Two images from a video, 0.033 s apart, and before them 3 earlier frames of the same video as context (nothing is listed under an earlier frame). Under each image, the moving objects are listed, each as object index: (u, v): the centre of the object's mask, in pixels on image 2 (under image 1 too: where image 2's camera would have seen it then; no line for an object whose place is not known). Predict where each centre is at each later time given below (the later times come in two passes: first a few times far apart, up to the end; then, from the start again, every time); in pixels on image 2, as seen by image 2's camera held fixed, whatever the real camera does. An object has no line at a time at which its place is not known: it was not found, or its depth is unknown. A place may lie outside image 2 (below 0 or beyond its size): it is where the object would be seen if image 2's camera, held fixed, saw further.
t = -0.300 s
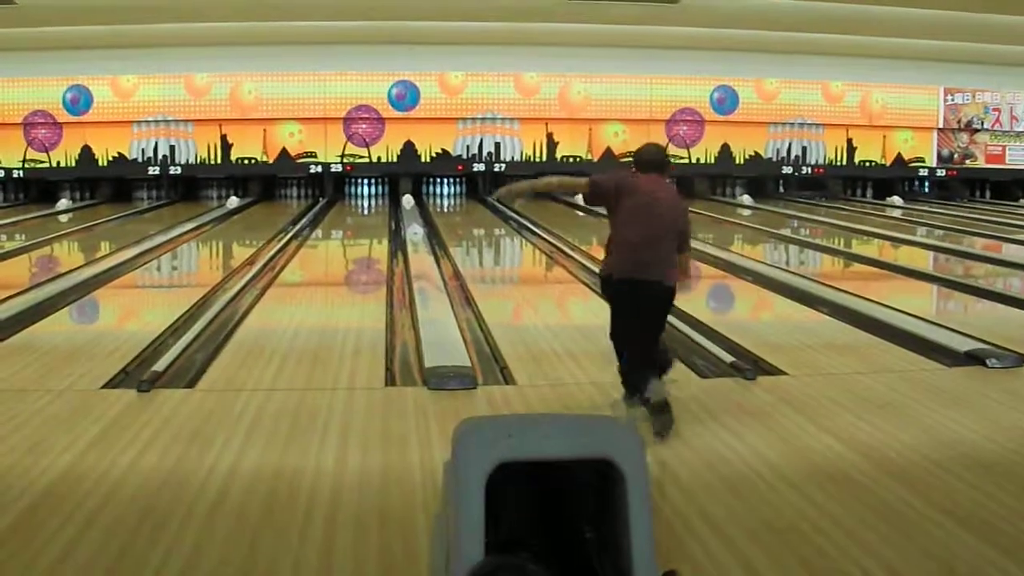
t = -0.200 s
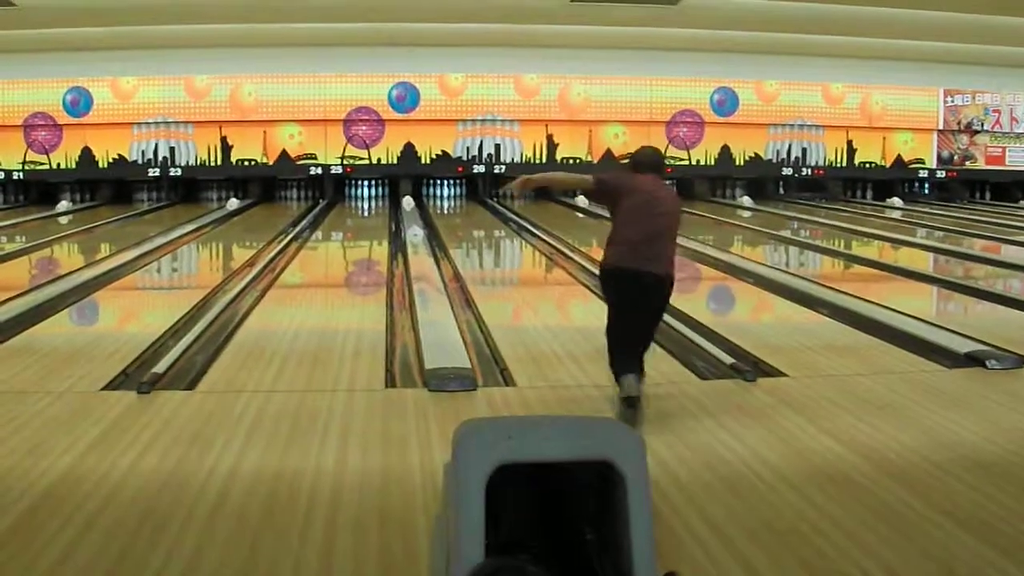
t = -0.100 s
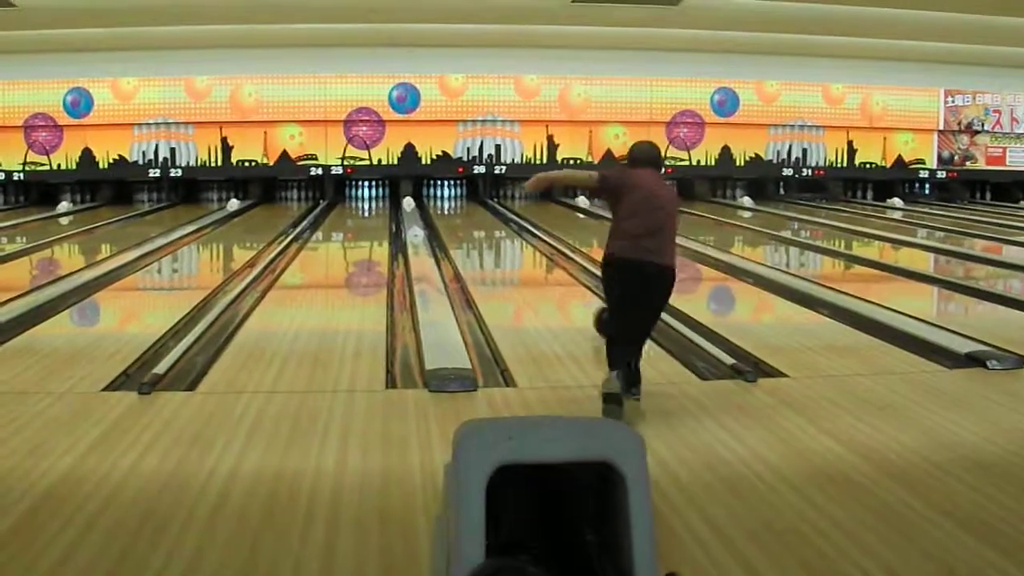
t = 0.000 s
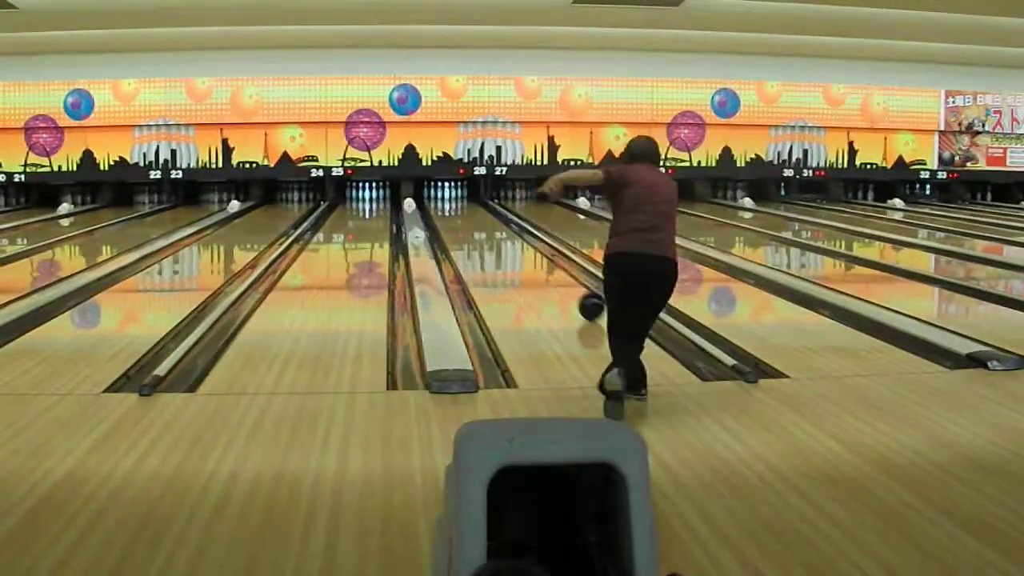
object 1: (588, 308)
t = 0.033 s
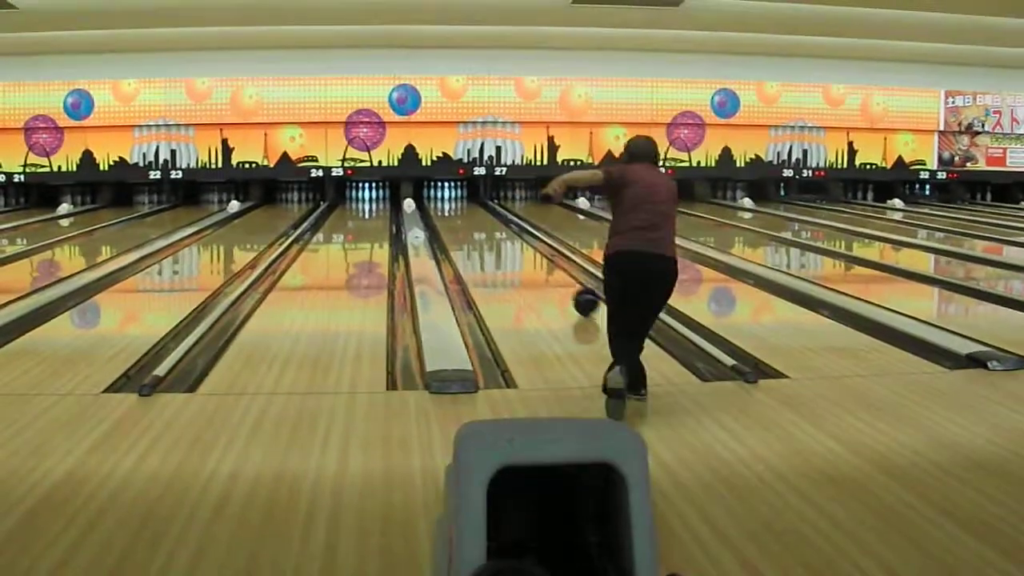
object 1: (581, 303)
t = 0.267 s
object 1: (553, 275)
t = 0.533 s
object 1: (532, 253)
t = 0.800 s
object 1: (514, 237)
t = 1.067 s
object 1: (500, 224)
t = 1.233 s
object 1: (491, 219)
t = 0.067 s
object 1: (576, 298)
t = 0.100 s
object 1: (573, 294)
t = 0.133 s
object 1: (568, 290)
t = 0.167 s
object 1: (565, 286)
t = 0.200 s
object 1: (561, 282)
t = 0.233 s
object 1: (557, 279)
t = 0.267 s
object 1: (553, 275)
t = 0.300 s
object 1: (551, 271)
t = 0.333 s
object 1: (548, 269)
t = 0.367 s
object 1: (545, 266)
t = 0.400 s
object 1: (542, 264)
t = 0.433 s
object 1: (540, 261)
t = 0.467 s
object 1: (538, 258)
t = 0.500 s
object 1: (535, 256)
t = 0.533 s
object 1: (532, 253)
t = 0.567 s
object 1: (529, 251)
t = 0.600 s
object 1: (527, 249)
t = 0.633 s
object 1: (525, 247)
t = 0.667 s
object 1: (523, 245)
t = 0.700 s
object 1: (520, 244)
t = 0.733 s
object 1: (518, 241)
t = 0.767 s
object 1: (517, 240)
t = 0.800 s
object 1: (514, 237)
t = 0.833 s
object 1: (513, 236)
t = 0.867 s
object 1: (510, 235)
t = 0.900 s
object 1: (508, 233)
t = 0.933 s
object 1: (506, 233)
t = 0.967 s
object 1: (504, 230)
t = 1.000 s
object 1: (504, 228)
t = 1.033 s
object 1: (502, 225)
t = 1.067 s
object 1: (500, 224)
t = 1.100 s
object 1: (498, 224)
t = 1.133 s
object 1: (496, 222)
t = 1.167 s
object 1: (494, 221)
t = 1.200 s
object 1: (493, 219)
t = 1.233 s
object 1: (491, 219)
